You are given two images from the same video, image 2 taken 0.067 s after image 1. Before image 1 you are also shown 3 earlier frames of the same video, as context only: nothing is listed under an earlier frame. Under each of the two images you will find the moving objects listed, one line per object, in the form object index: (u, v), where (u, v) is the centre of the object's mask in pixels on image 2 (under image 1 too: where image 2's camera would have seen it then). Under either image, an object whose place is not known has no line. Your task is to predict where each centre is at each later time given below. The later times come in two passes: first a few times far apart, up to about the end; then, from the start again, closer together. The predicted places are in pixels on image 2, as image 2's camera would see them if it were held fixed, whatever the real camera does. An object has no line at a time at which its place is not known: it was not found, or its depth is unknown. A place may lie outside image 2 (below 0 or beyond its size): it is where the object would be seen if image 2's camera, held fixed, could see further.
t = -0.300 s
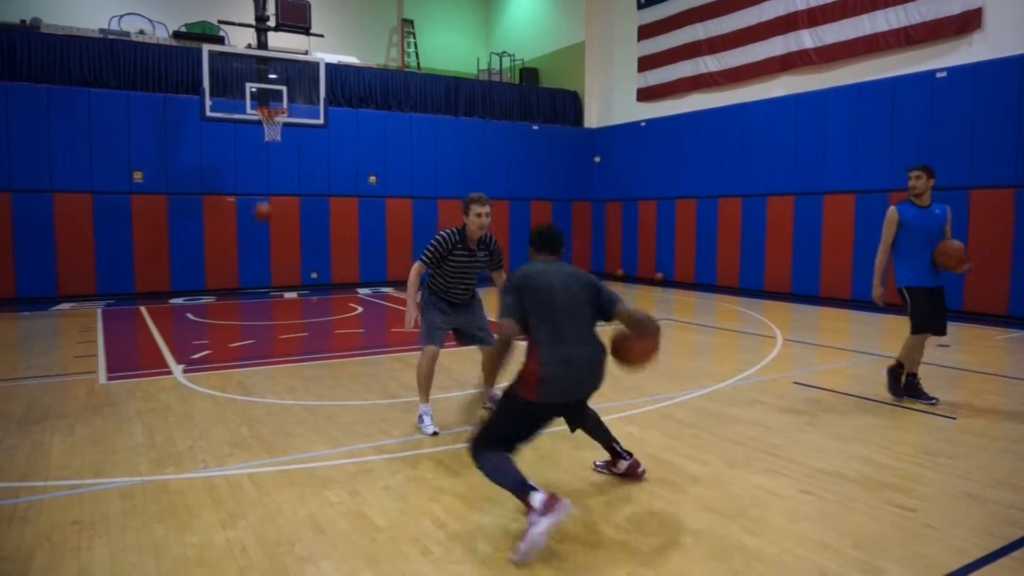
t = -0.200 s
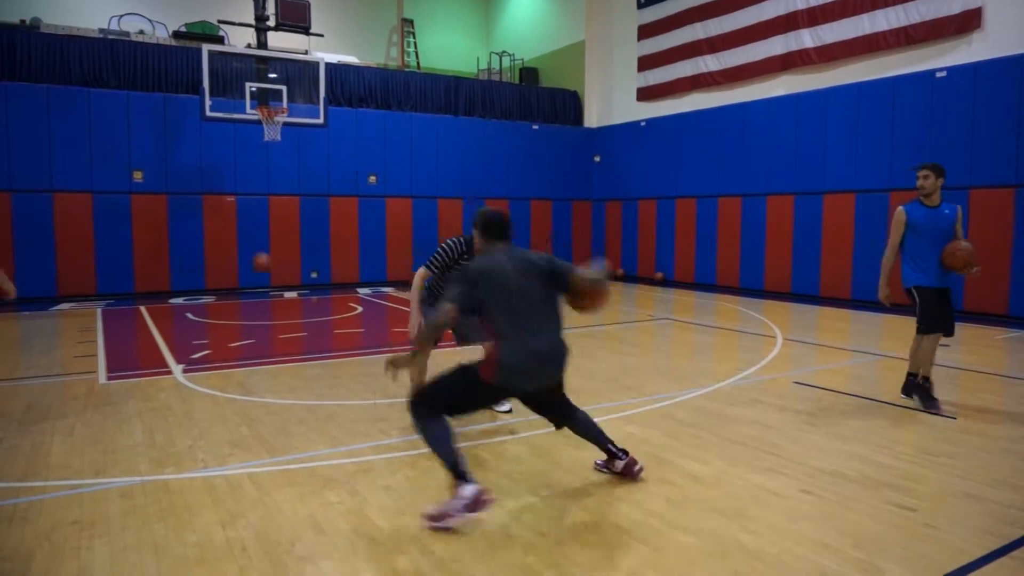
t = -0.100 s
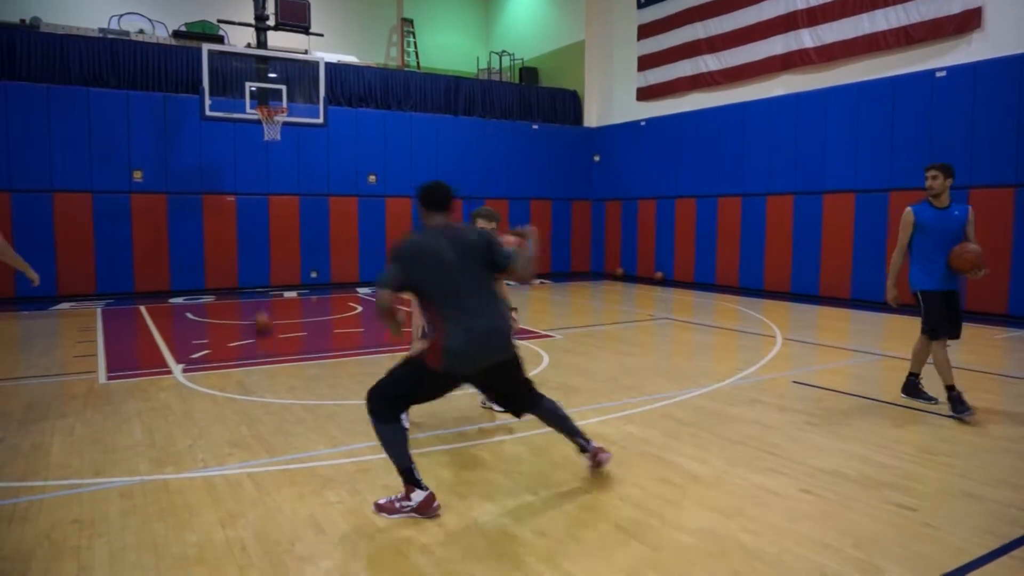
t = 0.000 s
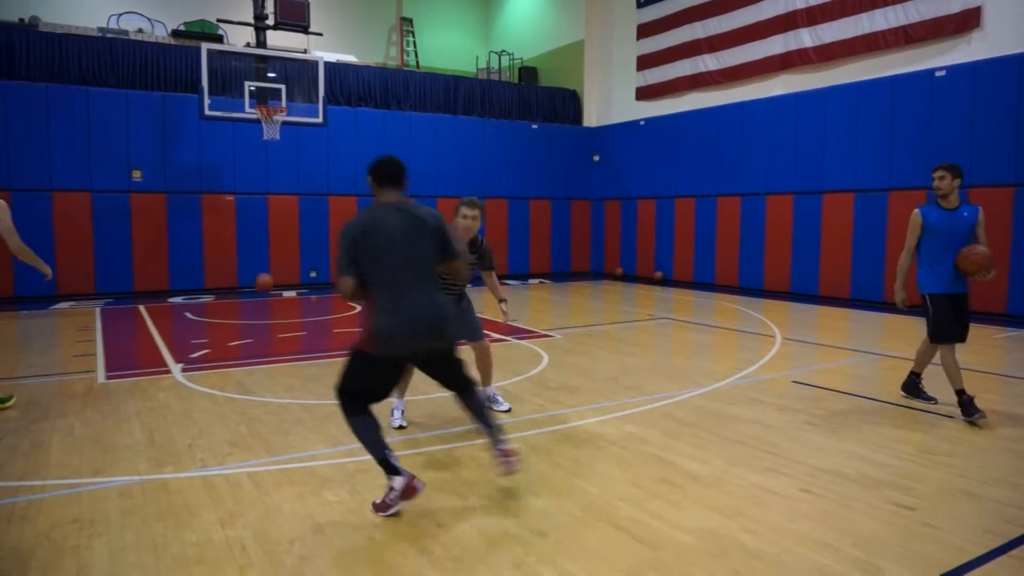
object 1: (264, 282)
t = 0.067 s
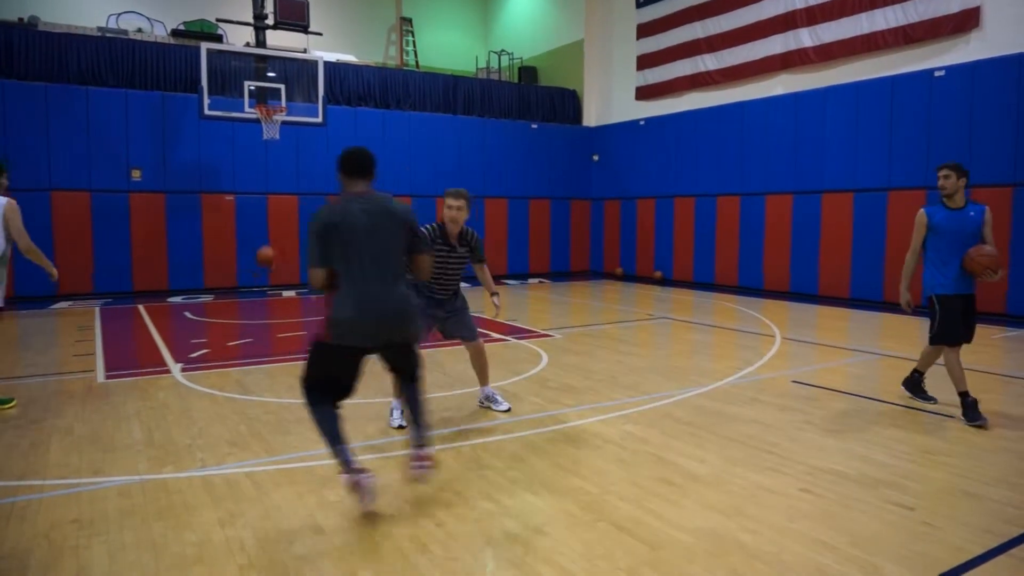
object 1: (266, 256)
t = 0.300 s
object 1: (277, 187)
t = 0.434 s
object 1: (284, 168)
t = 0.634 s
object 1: (296, 166)
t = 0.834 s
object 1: (311, 203)
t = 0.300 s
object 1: (277, 187)
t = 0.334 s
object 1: (278, 181)
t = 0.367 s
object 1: (281, 176)
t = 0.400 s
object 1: (282, 172)
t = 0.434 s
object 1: (284, 168)
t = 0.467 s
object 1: (286, 165)
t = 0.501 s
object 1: (288, 163)
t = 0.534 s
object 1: (290, 162)
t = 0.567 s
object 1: (292, 162)
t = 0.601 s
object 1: (294, 163)
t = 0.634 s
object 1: (296, 166)
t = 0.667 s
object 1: (299, 169)
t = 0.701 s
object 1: (301, 174)
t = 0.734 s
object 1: (303, 179)
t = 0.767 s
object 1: (306, 186)
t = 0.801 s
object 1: (308, 194)
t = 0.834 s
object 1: (311, 203)
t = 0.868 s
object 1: (313, 214)
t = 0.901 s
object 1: (316, 226)
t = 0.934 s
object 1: (318, 239)
